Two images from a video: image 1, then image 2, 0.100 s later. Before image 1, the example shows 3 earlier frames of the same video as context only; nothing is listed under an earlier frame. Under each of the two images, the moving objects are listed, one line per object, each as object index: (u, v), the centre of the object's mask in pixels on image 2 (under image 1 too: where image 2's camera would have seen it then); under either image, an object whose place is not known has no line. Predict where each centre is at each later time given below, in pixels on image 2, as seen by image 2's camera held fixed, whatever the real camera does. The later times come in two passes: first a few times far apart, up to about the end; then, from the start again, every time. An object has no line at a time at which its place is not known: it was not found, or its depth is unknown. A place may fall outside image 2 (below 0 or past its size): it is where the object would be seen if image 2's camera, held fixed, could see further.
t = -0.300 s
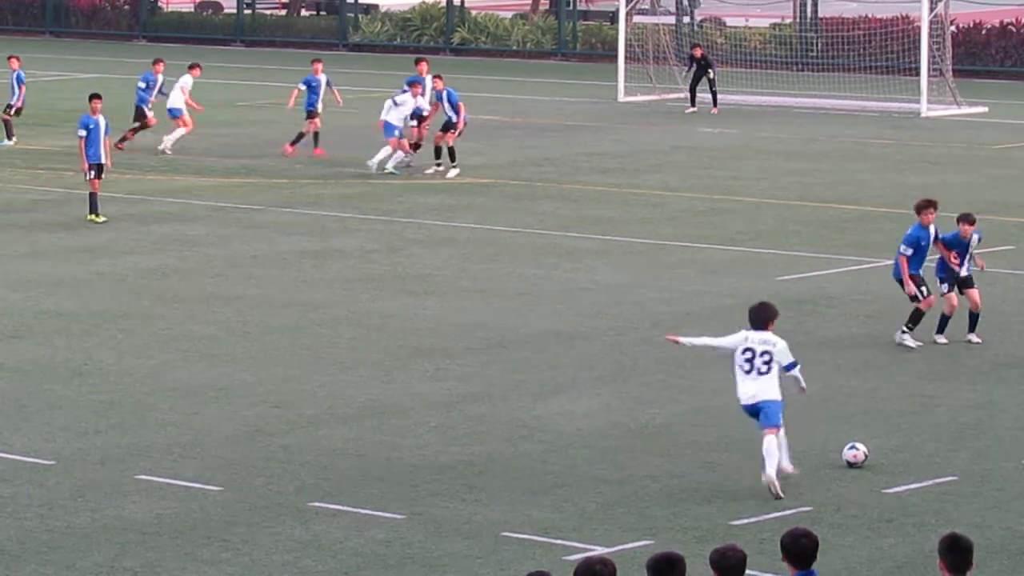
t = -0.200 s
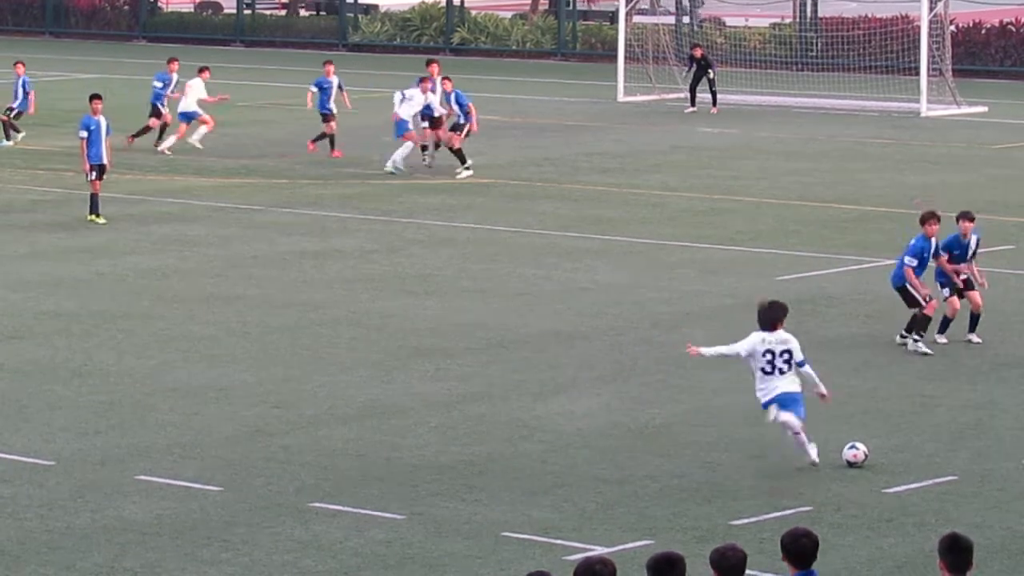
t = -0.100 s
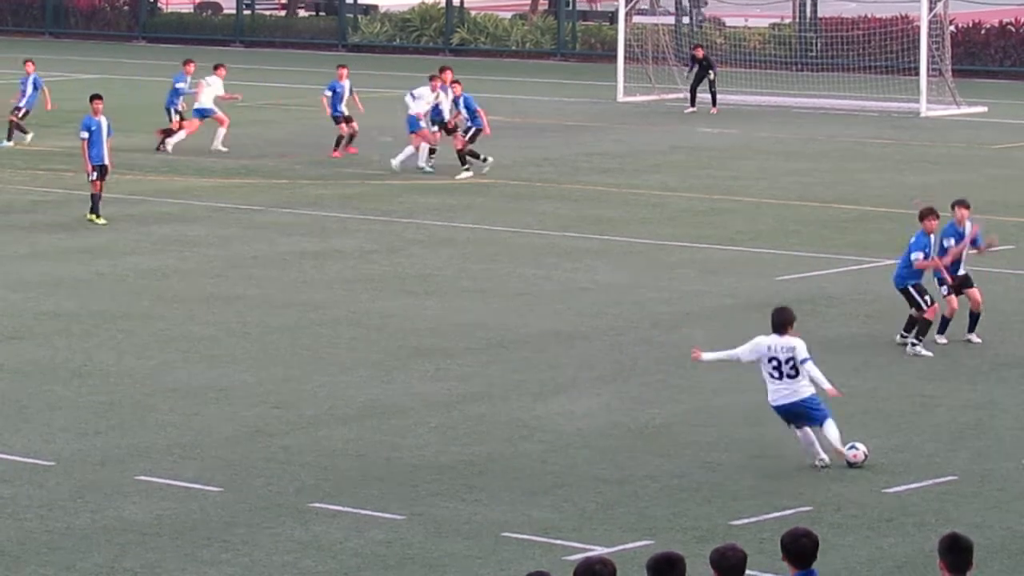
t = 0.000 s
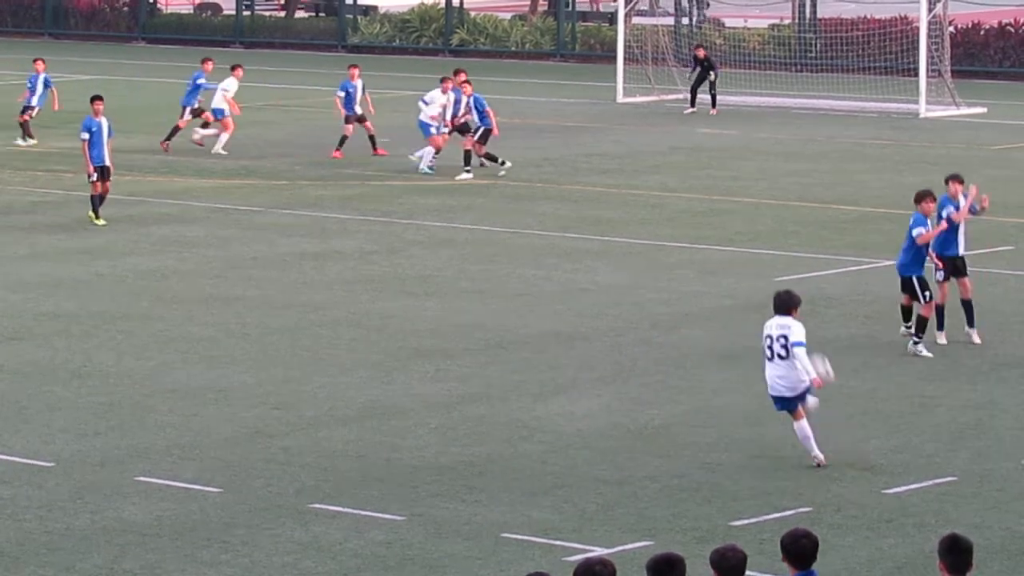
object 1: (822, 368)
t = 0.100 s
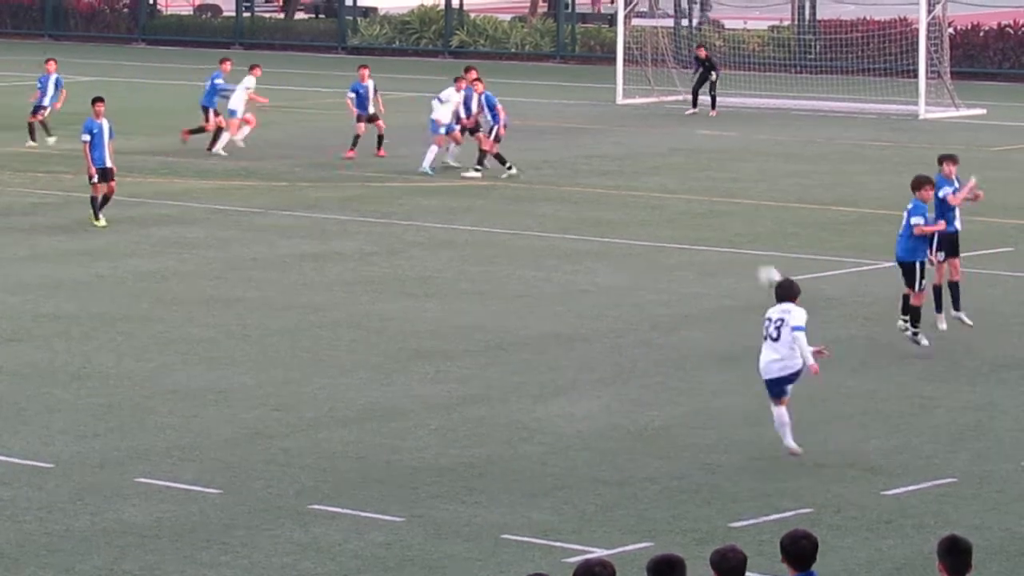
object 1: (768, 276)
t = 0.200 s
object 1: (721, 213)
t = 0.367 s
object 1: (639, 141)
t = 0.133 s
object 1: (754, 253)
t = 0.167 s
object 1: (737, 231)
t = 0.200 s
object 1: (721, 213)
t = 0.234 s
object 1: (704, 194)
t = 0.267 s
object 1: (688, 179)
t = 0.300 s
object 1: (672, 164)
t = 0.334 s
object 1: (655, 152)
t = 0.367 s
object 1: (639, 141)
